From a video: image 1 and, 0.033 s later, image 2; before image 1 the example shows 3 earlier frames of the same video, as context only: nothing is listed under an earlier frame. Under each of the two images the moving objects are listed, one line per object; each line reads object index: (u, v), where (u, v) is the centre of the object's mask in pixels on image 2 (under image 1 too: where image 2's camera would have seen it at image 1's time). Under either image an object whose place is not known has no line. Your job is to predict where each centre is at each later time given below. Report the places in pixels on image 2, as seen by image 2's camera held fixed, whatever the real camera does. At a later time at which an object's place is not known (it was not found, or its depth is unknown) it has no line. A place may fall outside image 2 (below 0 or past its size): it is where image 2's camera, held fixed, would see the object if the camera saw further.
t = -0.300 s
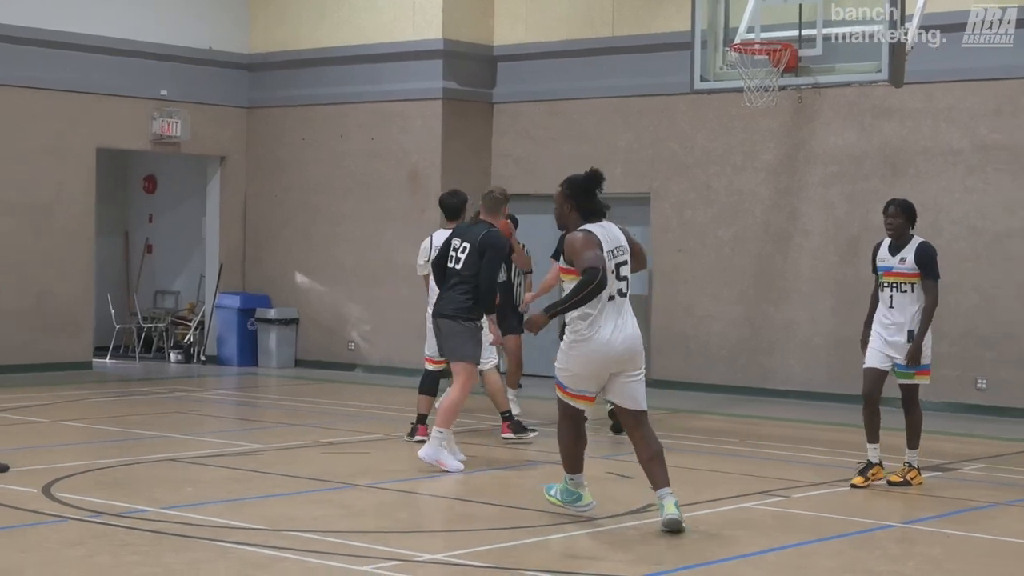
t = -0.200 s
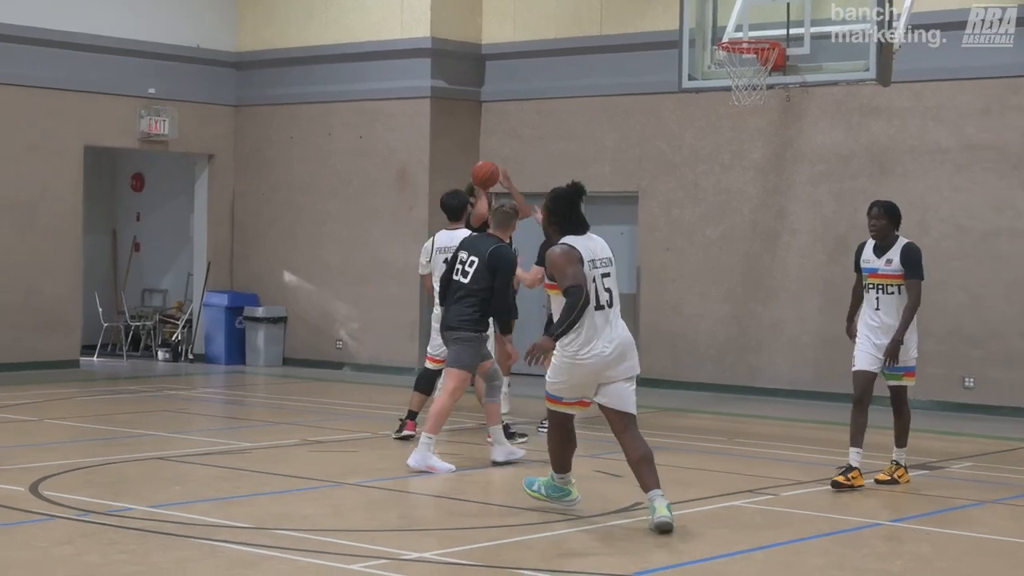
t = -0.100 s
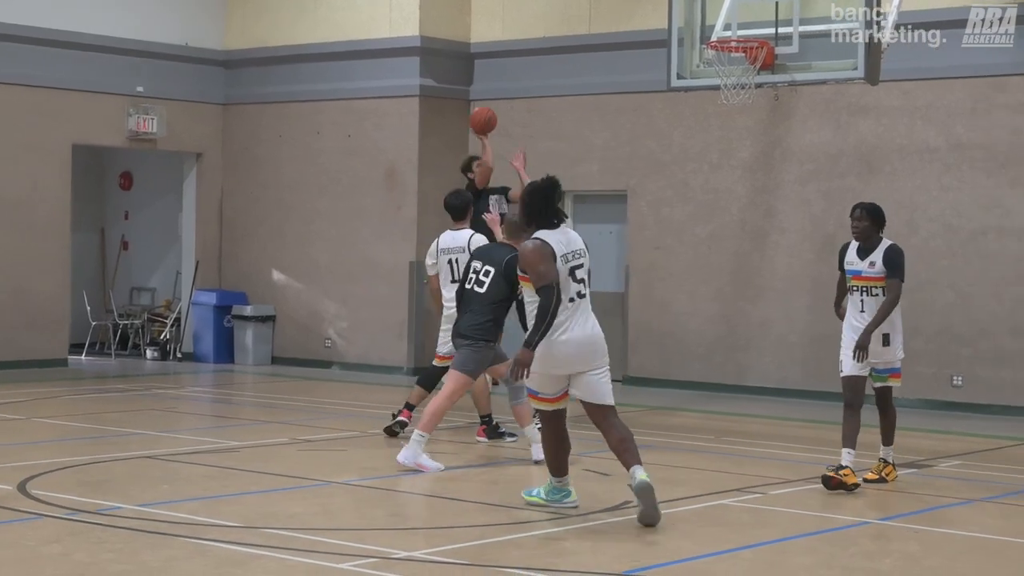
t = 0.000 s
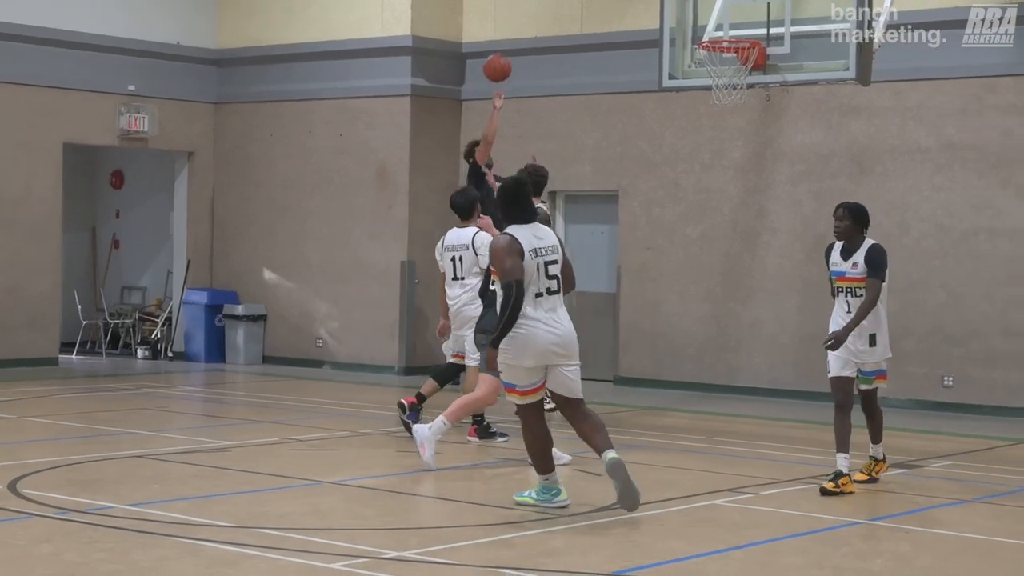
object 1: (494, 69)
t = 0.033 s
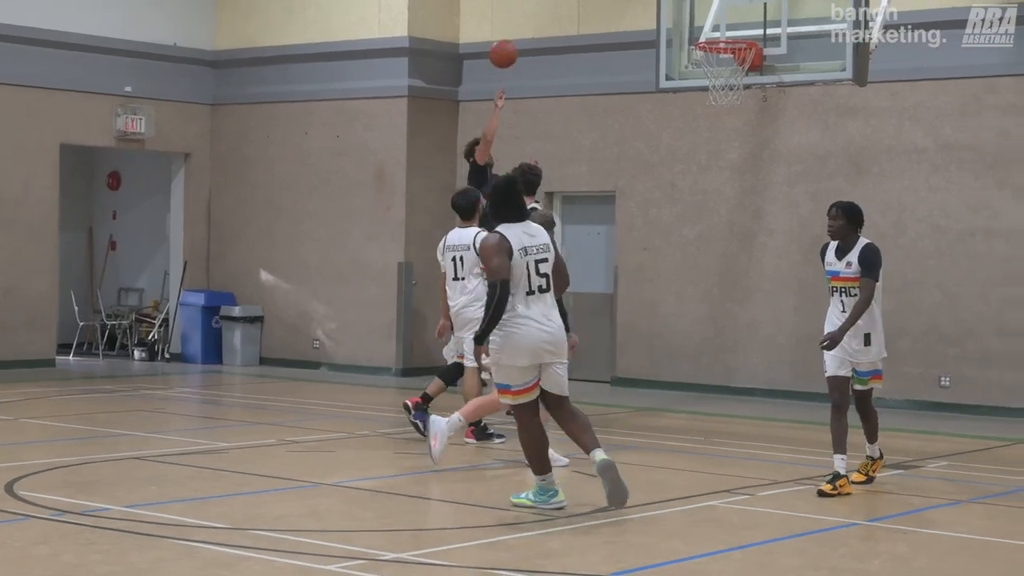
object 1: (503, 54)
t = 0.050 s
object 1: (510, 45)
